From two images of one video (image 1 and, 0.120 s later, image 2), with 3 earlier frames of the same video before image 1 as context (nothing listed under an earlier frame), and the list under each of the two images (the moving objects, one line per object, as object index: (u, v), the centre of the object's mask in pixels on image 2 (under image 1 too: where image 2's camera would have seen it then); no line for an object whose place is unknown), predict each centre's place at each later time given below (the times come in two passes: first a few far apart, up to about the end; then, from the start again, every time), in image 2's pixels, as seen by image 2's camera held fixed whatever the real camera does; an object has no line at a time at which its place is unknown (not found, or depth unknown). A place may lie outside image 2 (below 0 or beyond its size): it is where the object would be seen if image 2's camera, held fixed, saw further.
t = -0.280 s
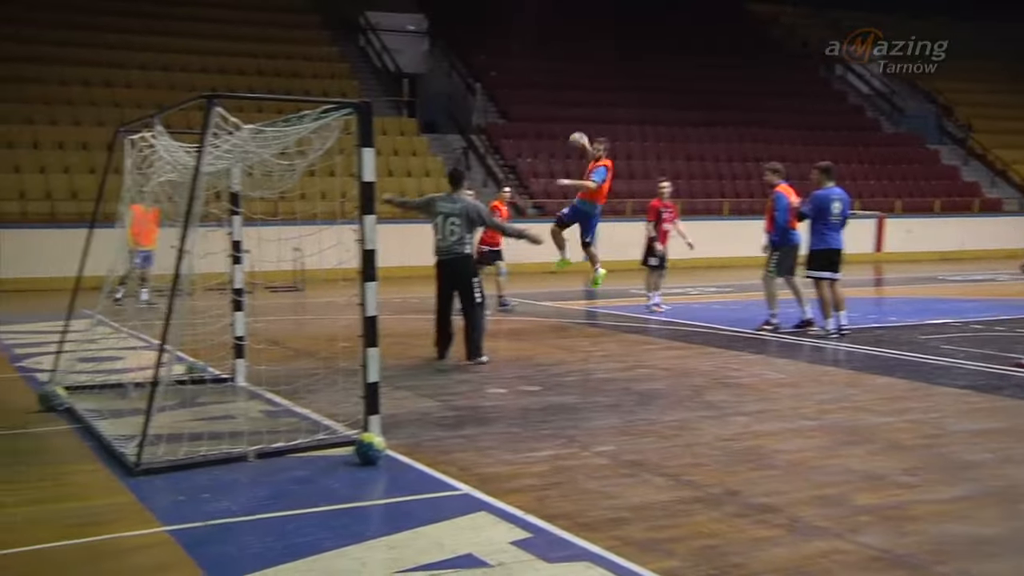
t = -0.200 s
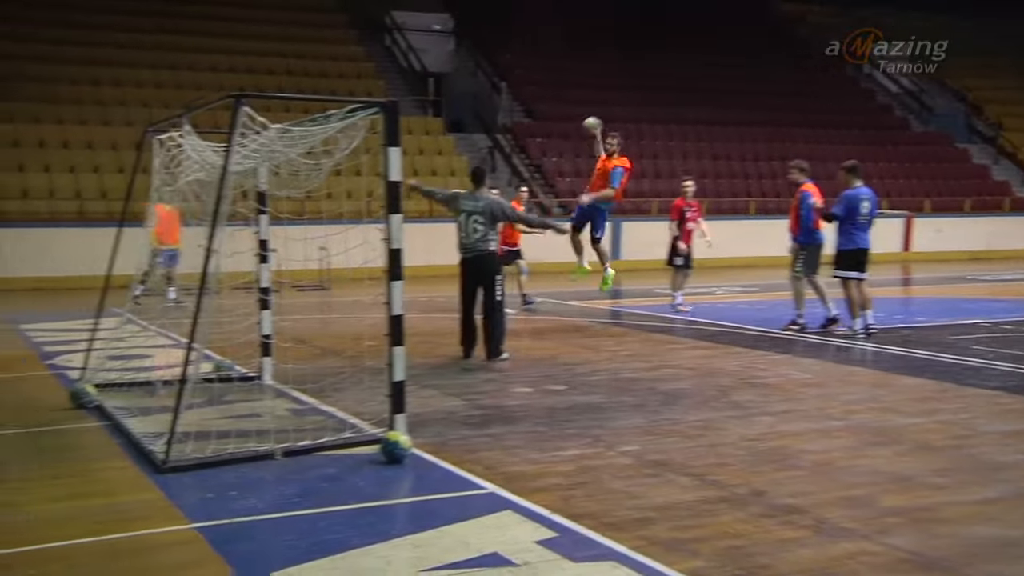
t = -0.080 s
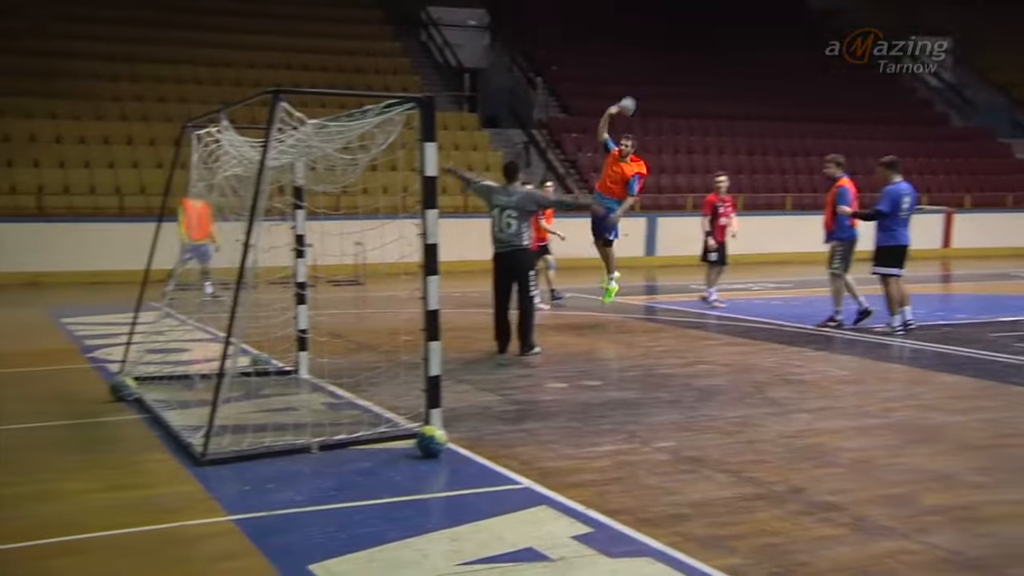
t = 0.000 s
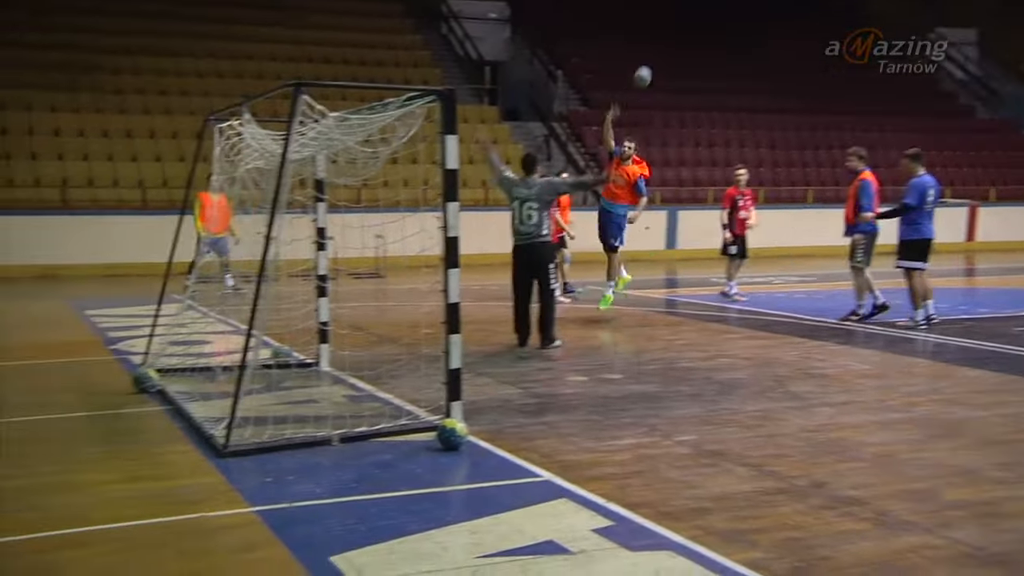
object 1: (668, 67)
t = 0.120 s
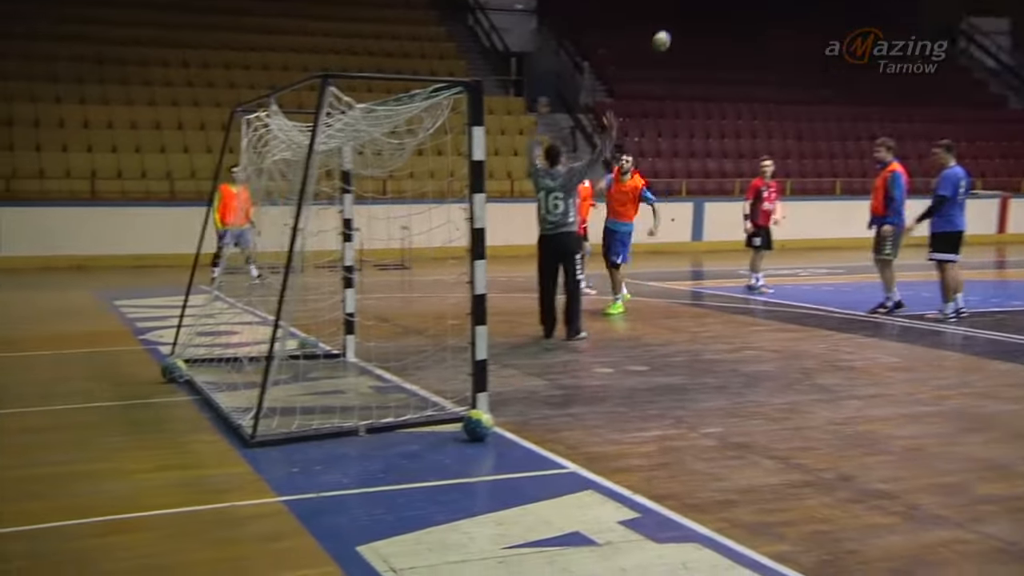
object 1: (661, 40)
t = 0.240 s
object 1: (655, 26)
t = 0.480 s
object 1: (639, 40)
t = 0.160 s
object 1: (659, 34)
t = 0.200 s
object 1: (657, 29)
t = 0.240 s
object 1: (655, 26)
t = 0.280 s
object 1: (652, 24)
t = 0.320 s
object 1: (650, 24)
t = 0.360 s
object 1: (647, 26)
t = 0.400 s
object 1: (645, 28)
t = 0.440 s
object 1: (642, 33)
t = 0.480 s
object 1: (639, 40)
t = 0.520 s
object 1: (636, 49)
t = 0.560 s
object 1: (633, 59)
